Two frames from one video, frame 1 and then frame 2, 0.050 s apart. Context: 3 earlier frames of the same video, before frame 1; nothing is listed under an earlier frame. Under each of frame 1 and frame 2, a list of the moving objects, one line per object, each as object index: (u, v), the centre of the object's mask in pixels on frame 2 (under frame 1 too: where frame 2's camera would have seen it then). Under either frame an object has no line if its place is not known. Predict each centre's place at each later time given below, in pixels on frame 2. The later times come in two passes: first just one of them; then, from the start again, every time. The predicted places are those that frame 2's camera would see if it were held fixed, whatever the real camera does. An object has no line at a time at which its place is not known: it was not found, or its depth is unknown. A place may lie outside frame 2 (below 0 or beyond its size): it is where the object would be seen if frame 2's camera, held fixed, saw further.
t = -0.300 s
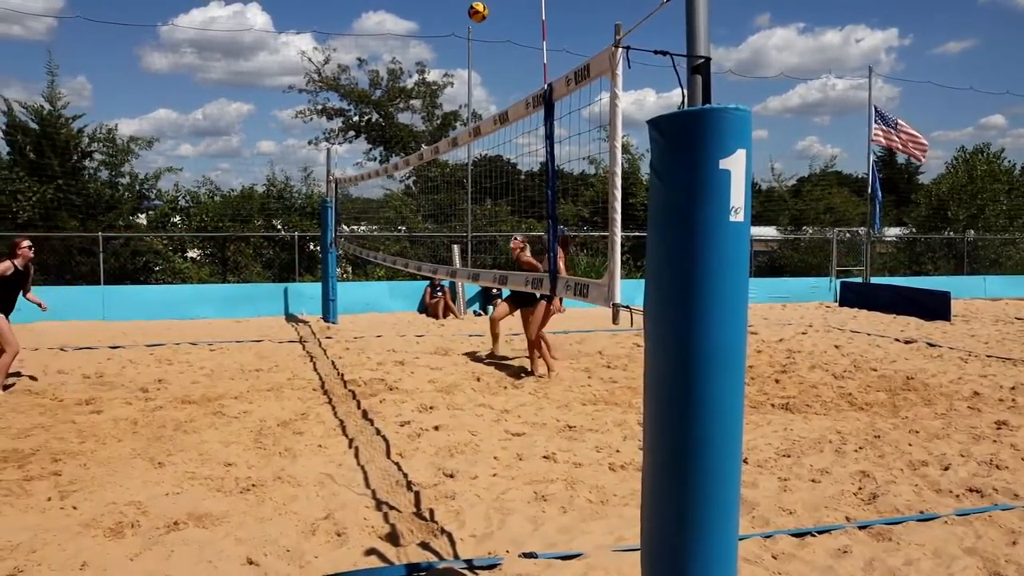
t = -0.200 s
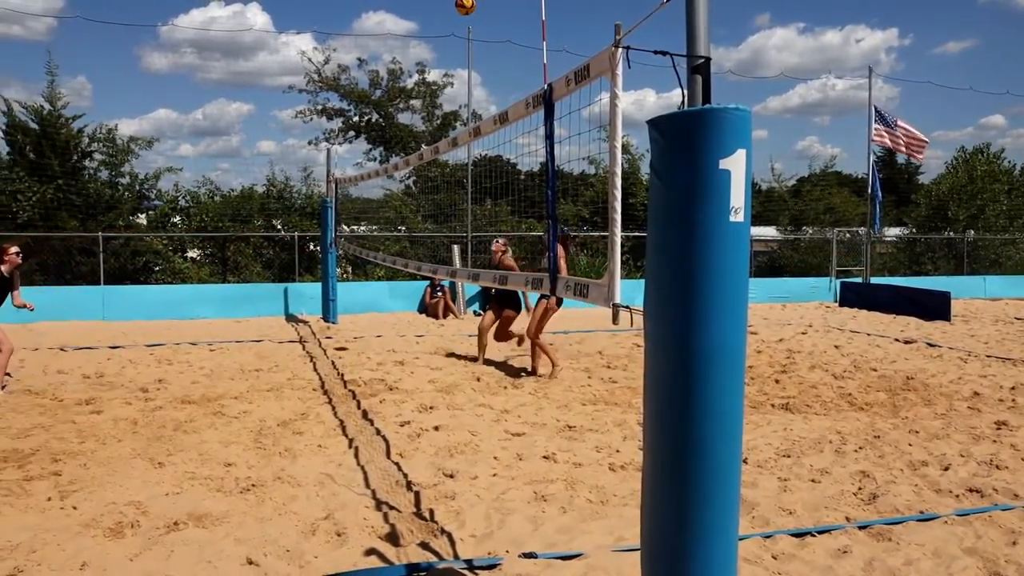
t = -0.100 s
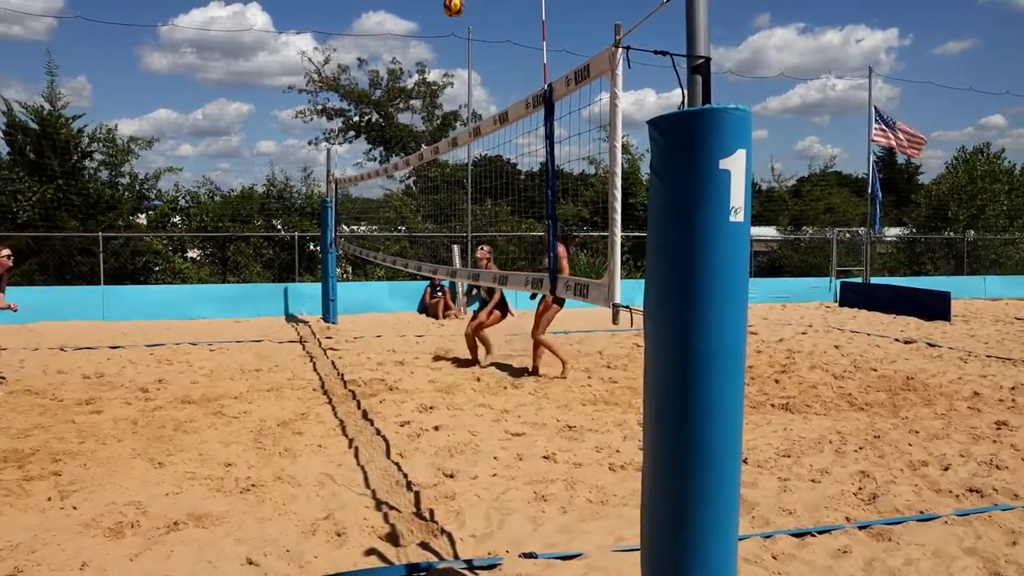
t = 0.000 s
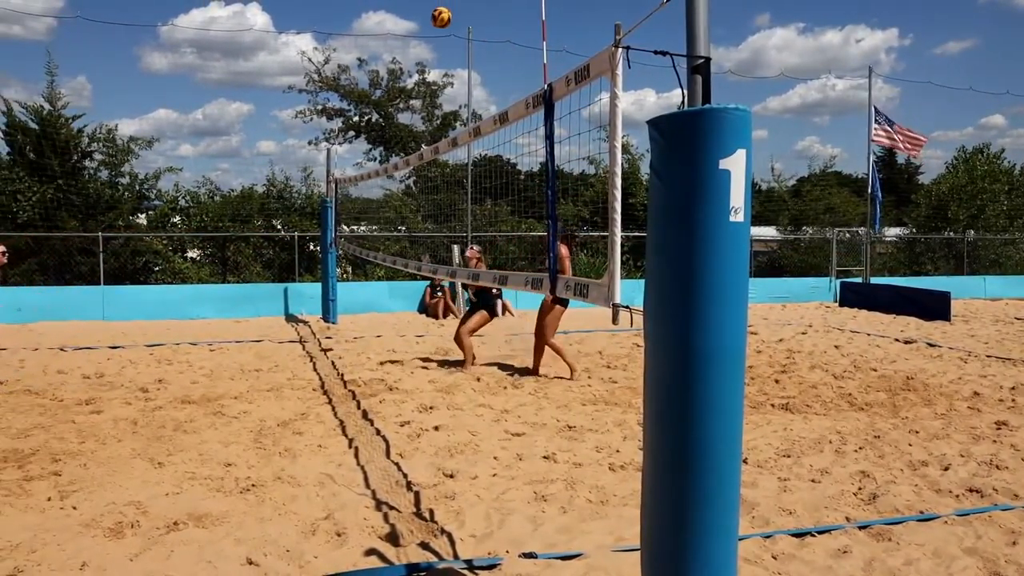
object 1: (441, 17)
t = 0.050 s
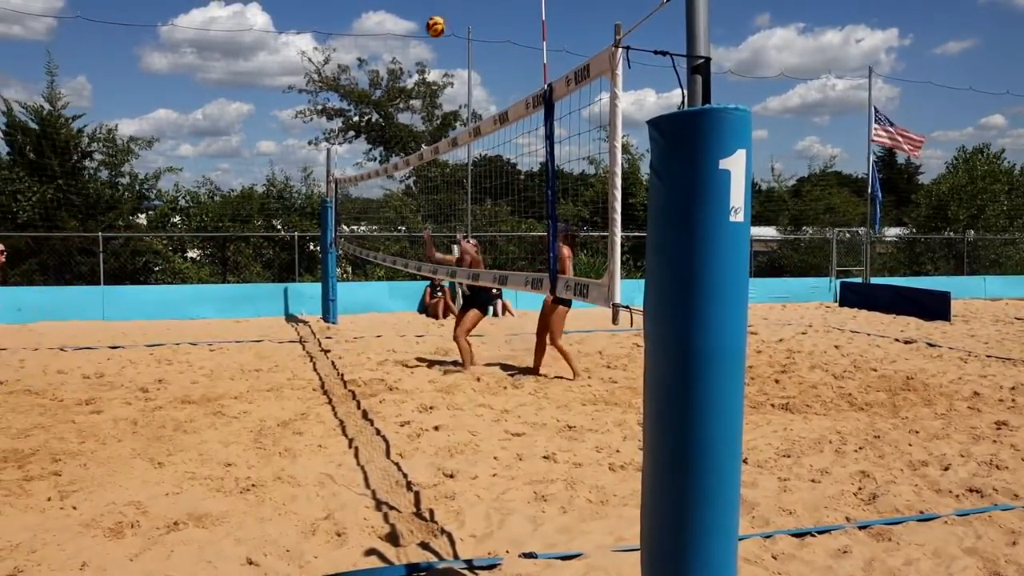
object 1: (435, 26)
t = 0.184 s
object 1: (420, 62)
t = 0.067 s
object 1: (433, 30)
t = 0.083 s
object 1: (431, 33)
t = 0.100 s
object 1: (429, 37)
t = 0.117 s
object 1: (427, 41)
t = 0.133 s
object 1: (425, 46)
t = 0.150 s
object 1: (424, 51)
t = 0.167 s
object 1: (422, 56)
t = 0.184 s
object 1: (420, 62)
